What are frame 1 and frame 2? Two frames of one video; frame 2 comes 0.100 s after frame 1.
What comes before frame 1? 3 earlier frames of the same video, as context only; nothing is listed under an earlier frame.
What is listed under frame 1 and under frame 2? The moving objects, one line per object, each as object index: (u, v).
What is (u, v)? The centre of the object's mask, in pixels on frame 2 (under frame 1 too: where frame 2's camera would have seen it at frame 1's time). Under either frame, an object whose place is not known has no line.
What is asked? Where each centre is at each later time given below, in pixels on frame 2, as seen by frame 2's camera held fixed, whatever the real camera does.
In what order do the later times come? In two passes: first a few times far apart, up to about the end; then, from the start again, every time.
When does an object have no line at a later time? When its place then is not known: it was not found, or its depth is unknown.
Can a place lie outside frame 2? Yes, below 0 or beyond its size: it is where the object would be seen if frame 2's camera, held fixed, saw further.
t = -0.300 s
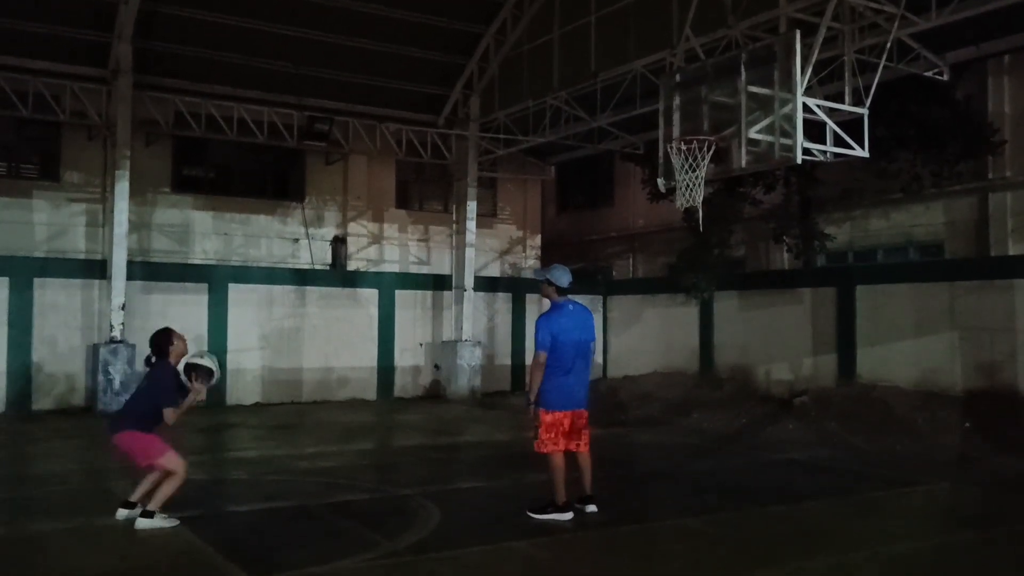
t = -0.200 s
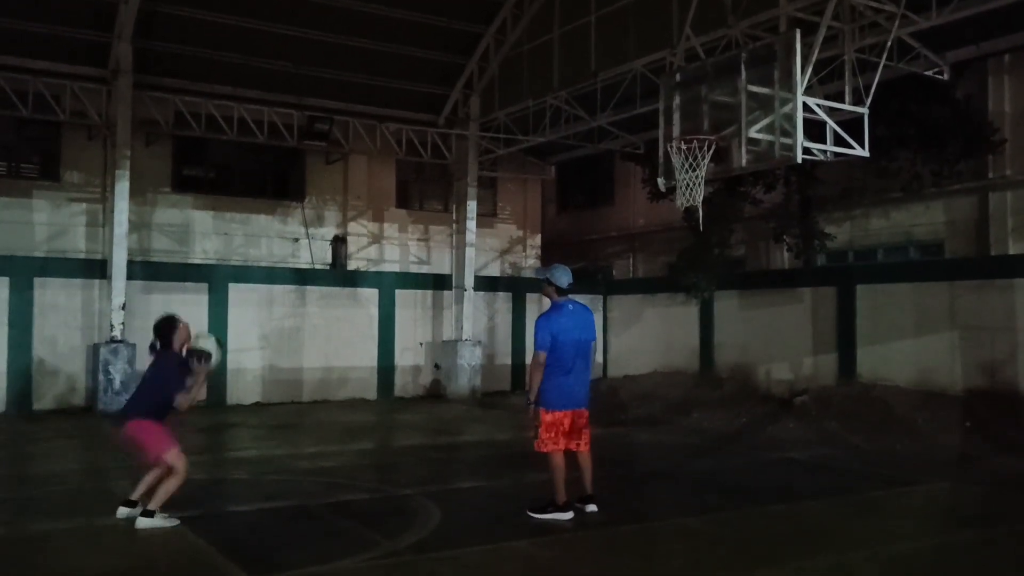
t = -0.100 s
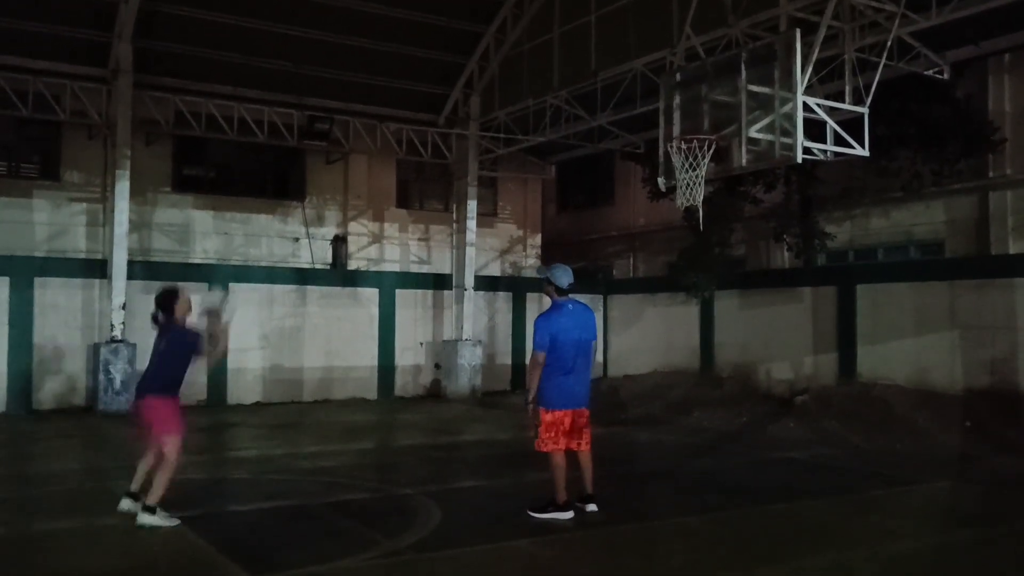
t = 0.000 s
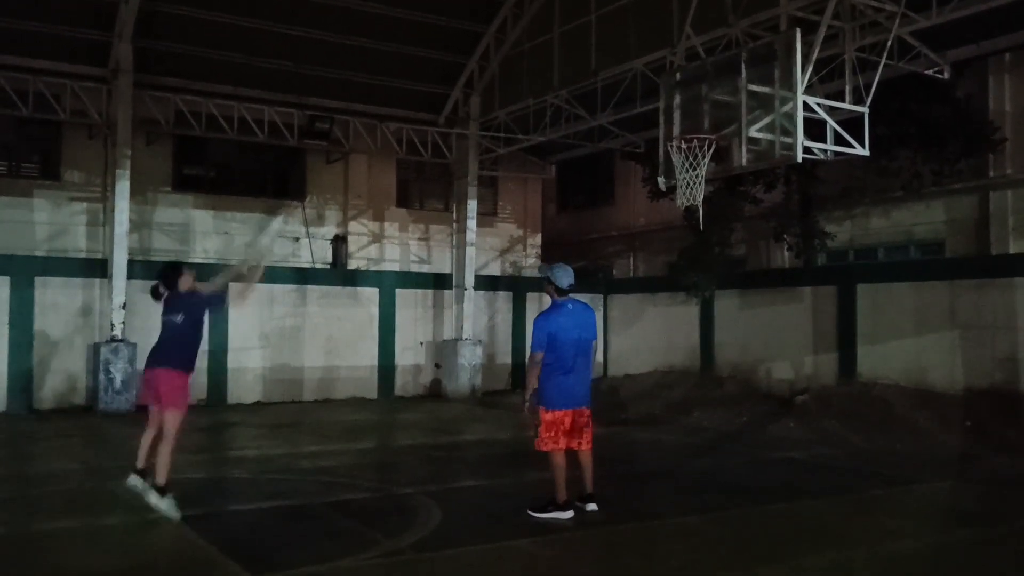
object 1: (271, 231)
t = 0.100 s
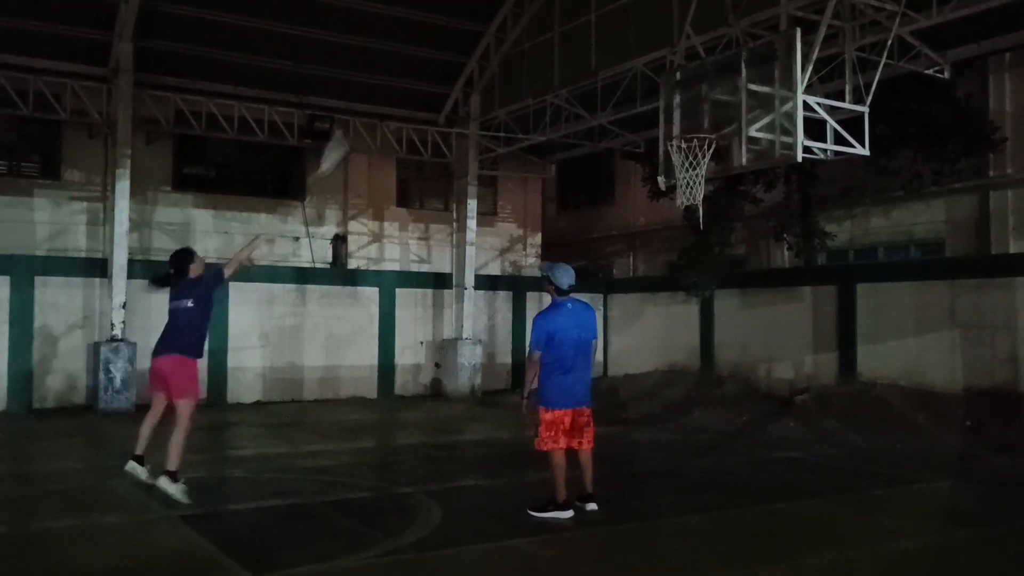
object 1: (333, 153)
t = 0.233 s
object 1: (403, 80)
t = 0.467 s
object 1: (518, 16)
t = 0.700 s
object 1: (620, 22)
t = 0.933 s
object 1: (705, 85)
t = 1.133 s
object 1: (732, 161)
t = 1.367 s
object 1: (667, 286)
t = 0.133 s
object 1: (352, 131)
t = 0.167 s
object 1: (369, 110)
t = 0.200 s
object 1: (386, 92)
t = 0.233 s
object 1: (403, 80)
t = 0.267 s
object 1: (419, 68)
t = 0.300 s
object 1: (437, 59)
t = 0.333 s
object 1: (456, 49)
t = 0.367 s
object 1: (476, 38)
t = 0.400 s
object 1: (491, 25)
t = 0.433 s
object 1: (506, 19)
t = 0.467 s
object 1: (518, 16)
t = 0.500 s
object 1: (533, 15)
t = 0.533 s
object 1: (547, 15)
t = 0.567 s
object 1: (562, 17)
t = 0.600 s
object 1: (583, 17)
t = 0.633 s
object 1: (597, 16)
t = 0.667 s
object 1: (609, 18)
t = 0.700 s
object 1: (620, 22)
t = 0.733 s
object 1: (632, 29)
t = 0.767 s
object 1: (645, 38)
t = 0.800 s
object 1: (657, 47)
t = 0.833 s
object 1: (674, 59)
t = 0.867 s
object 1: (686, 67)
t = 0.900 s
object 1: (698, 76)
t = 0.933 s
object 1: (705, 85)
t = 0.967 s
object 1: (715, 98)
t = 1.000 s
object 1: (728, 116)
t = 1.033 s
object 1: (738, 135)
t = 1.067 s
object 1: (753, 145)
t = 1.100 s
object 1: (745, 152)
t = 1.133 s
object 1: (732, 161)
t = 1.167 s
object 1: (721, 177)
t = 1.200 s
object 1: (713, 192)
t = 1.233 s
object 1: (705, 209)
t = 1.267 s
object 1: (694, 229)
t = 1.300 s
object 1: (690, 249)
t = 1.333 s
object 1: (682, 263)
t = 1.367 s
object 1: (667, 286)
